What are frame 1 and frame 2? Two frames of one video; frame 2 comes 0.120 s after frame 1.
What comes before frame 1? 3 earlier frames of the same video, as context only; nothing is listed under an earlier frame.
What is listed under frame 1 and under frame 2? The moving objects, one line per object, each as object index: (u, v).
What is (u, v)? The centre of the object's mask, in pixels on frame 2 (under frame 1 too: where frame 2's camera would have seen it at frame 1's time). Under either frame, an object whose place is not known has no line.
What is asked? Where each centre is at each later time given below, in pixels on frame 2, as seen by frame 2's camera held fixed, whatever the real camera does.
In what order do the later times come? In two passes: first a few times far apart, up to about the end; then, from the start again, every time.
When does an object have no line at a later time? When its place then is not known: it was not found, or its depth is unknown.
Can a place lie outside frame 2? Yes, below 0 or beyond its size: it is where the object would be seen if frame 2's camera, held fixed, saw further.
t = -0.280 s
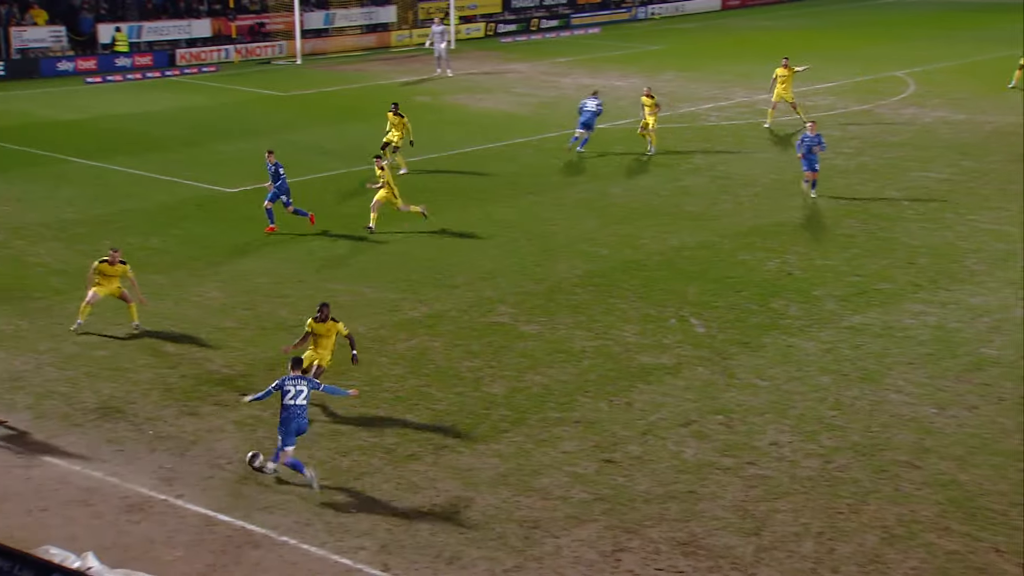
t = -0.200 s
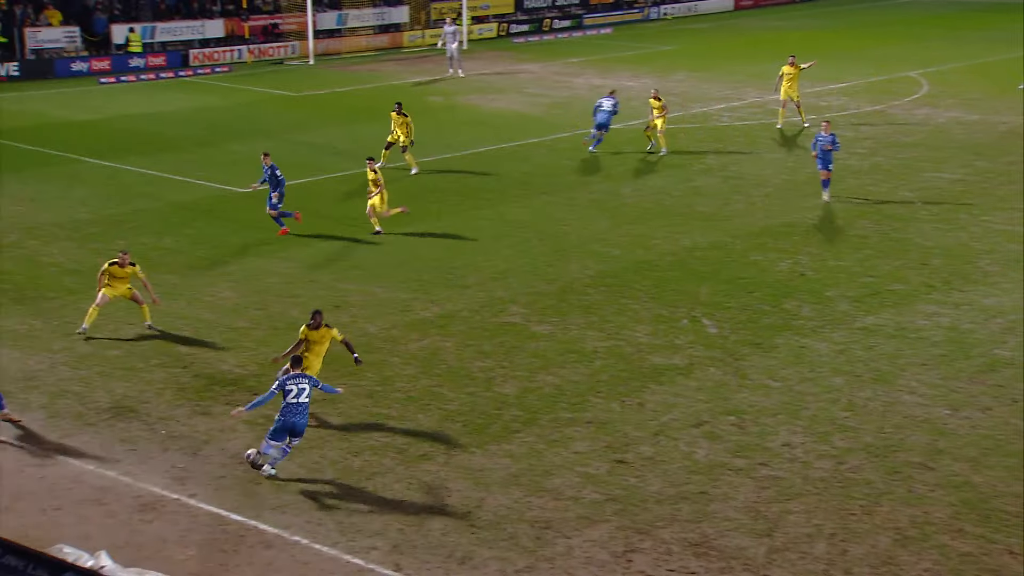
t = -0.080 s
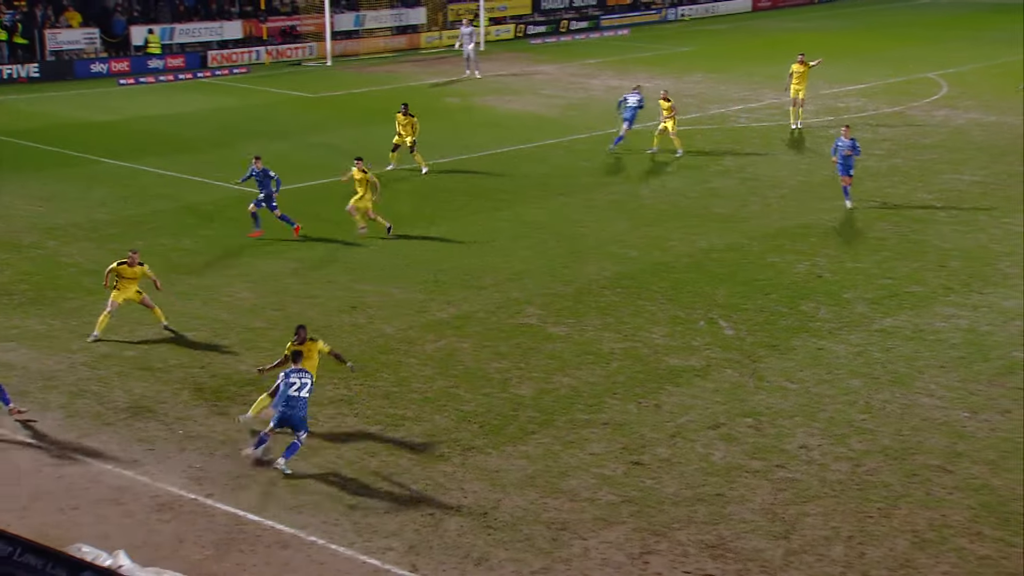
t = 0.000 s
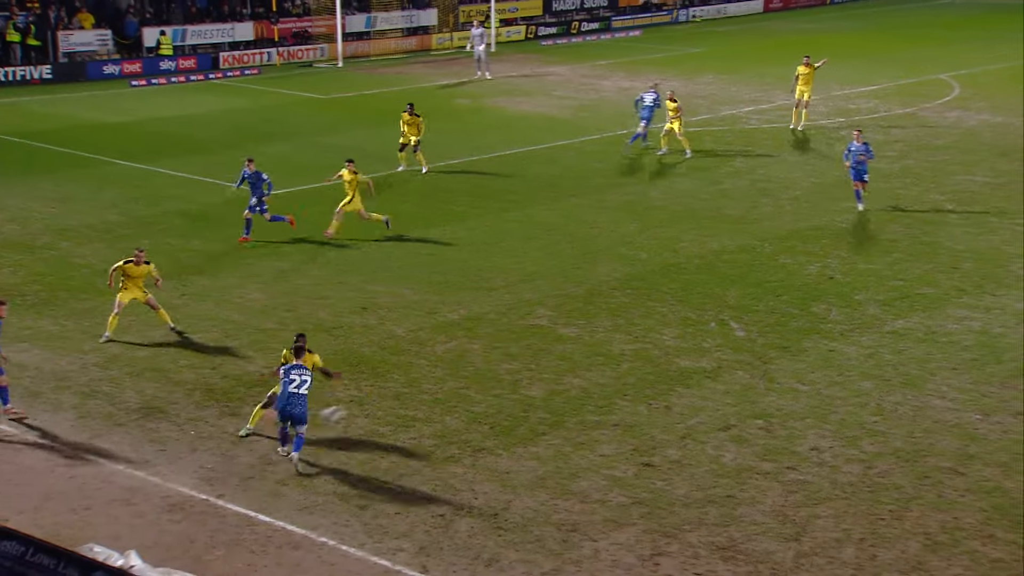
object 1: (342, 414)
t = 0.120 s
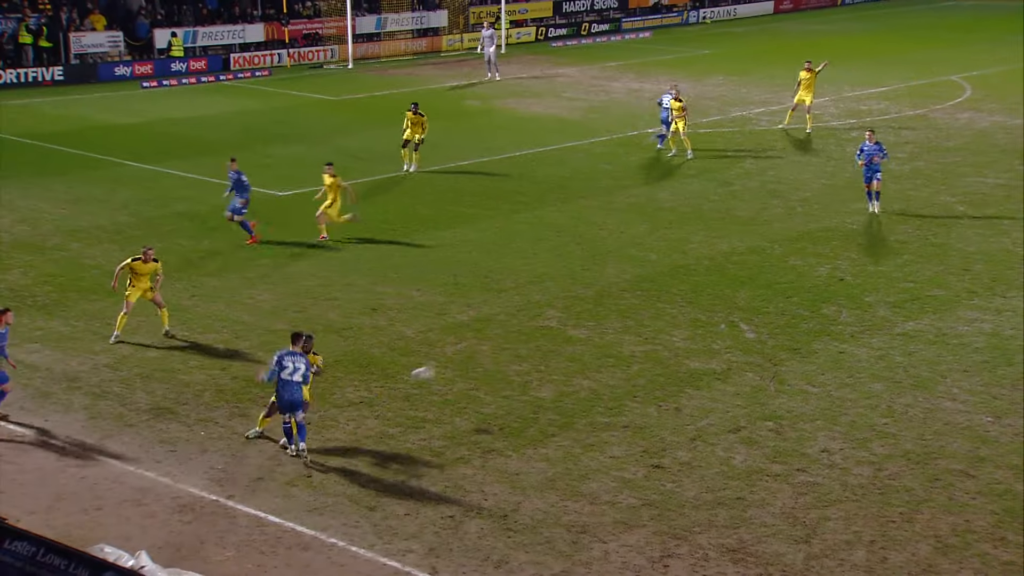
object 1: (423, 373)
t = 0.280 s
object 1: (519, 344)
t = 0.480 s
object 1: (624, 339)
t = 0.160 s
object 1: (449, 364)
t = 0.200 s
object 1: (473, 355)
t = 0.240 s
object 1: (497, 349)
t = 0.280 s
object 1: (519, 344)
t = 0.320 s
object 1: (541, 340)
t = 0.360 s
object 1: (562, 337)
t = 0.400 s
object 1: (583, 336)
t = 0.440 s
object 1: (603, 337)
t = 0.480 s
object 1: (624, 339)
